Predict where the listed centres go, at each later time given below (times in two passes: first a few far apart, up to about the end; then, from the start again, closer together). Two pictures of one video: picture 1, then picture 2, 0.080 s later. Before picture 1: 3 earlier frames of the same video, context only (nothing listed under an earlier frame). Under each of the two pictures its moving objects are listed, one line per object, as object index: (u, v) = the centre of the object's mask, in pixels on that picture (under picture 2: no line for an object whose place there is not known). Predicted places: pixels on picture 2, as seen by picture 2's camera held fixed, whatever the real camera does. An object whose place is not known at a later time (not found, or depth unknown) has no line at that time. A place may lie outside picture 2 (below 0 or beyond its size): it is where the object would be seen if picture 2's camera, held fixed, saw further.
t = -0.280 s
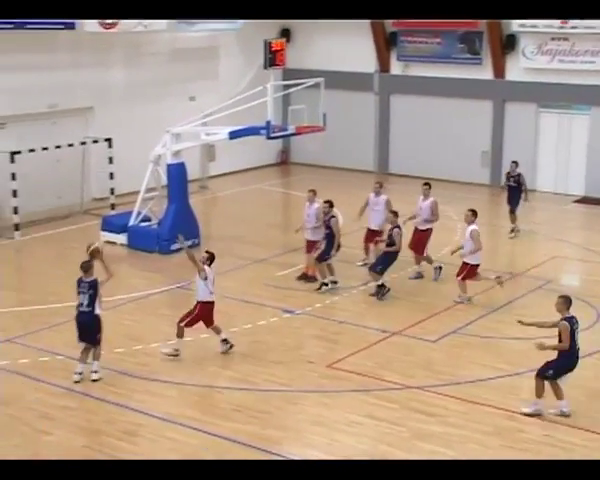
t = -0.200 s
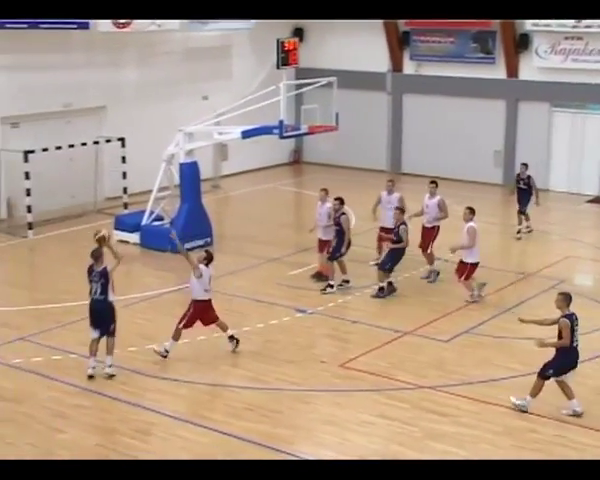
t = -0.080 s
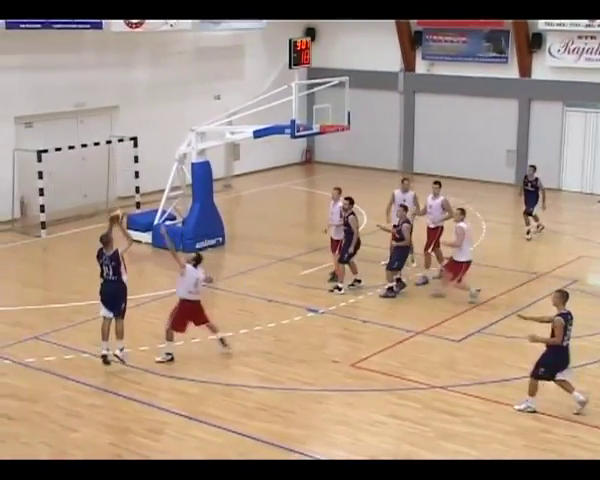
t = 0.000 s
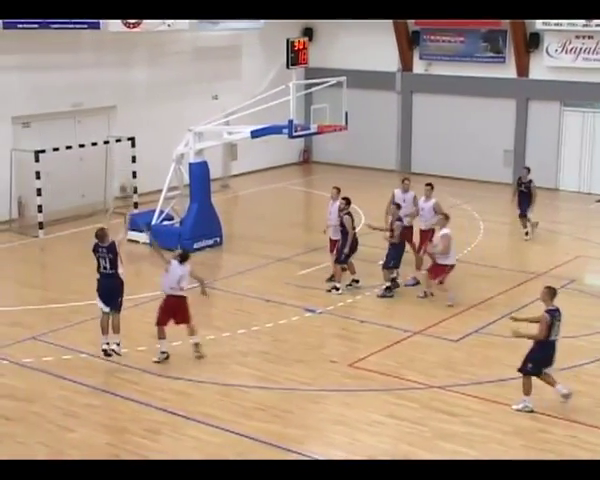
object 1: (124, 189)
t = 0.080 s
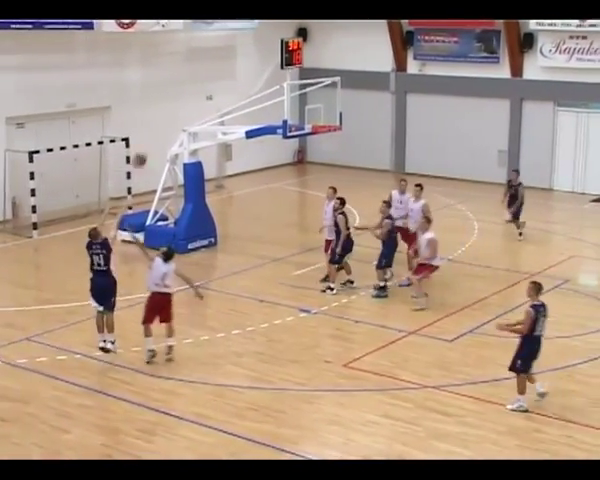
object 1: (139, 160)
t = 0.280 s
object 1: (181, 103)
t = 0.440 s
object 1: (211, 80)
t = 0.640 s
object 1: (244, 72)
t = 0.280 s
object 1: (181, 103)
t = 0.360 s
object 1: (196, 89)
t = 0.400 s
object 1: (204, 84)
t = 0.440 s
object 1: (211, 80)
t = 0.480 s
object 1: (219, 77)
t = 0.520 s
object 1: (226, 74)
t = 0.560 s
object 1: (232, 72)
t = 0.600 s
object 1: (238, 72)
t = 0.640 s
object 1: (244, 72)
